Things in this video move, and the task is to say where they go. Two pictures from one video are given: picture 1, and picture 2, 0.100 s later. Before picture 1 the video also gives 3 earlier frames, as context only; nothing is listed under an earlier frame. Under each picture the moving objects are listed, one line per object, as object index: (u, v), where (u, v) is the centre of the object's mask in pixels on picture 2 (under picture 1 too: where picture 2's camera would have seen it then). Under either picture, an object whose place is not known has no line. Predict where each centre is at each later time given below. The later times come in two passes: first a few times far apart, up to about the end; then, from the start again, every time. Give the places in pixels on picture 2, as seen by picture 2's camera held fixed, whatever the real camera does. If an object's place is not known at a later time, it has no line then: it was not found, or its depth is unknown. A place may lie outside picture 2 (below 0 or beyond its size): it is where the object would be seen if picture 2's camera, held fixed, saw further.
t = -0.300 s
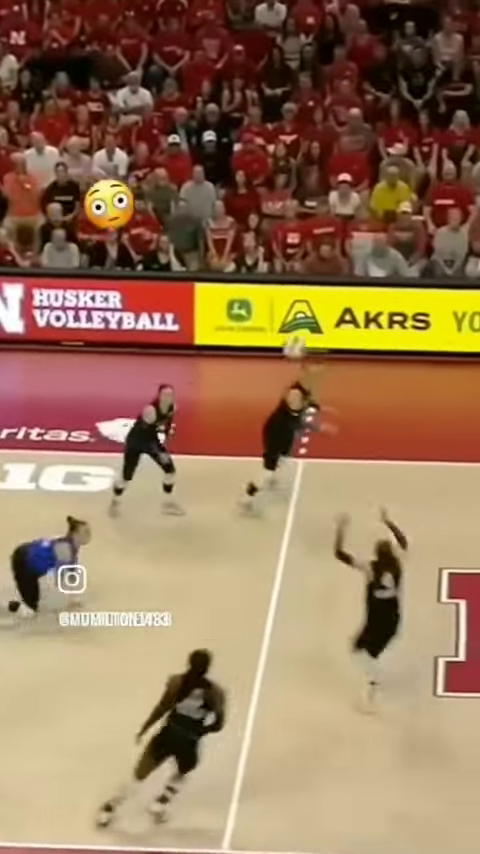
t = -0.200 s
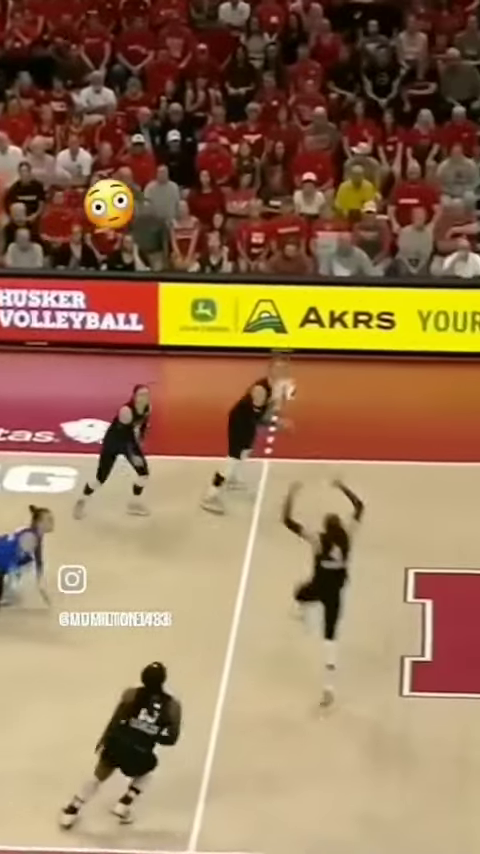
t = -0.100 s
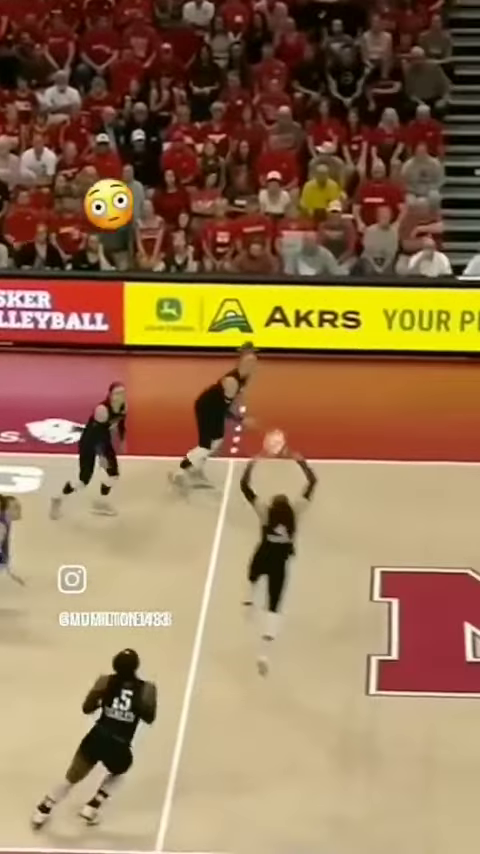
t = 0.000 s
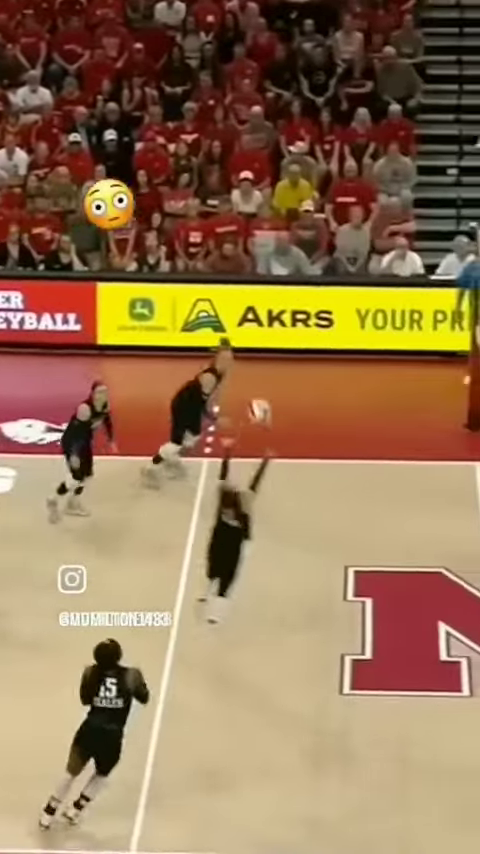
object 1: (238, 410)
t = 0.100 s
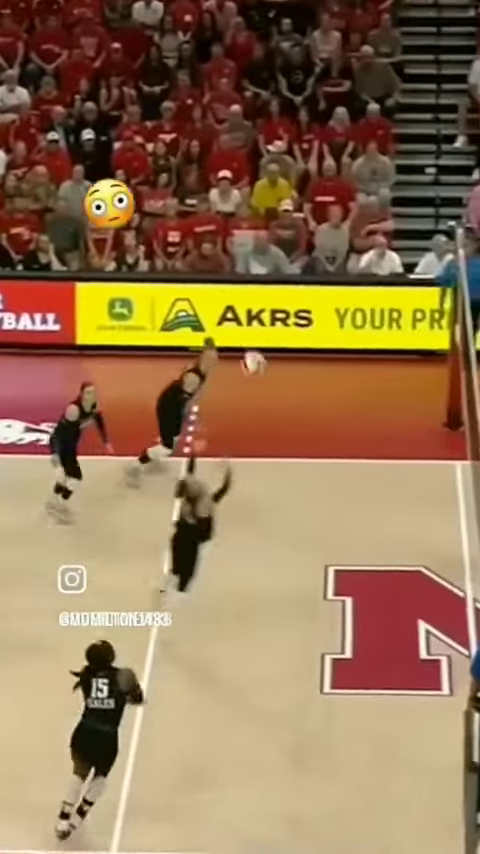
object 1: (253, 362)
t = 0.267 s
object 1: (274, 316)
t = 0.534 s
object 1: (311, 290)
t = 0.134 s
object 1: (258, 352)
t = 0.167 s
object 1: (263, 342)
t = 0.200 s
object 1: (268, 330)
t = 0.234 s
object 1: (270, 325)
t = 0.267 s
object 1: (274, 316)
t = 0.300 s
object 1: (279, 308)
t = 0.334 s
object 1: (284, 303)
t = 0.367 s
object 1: (288, 296)
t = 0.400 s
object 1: (293, 292)
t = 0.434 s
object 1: (298, 289)
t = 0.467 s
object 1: (302, 289)
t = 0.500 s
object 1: (307, 289)
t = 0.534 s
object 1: (311, 290)
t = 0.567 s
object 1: (315, 293)
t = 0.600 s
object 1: (320, 297)
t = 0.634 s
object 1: (325, 304)
